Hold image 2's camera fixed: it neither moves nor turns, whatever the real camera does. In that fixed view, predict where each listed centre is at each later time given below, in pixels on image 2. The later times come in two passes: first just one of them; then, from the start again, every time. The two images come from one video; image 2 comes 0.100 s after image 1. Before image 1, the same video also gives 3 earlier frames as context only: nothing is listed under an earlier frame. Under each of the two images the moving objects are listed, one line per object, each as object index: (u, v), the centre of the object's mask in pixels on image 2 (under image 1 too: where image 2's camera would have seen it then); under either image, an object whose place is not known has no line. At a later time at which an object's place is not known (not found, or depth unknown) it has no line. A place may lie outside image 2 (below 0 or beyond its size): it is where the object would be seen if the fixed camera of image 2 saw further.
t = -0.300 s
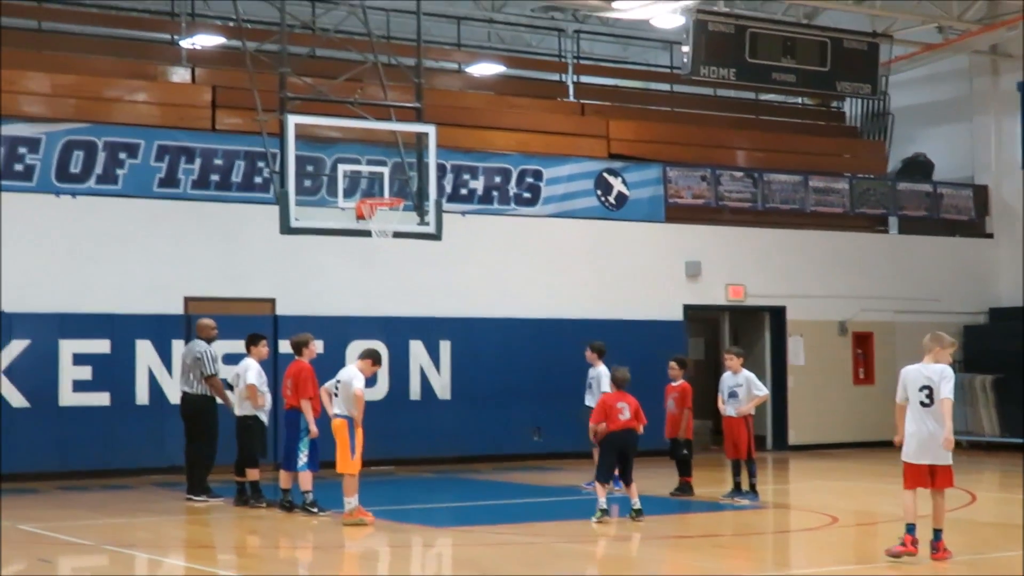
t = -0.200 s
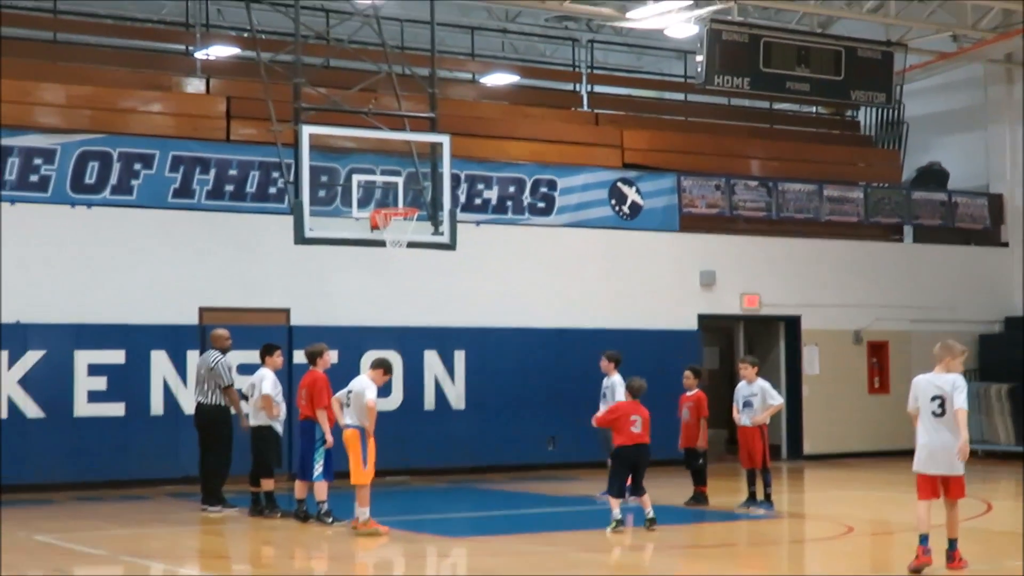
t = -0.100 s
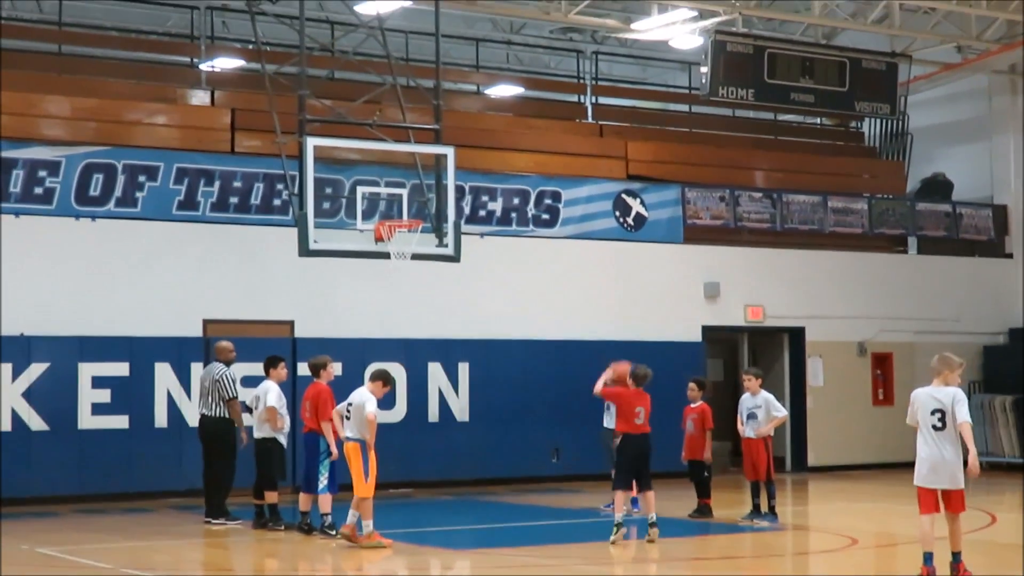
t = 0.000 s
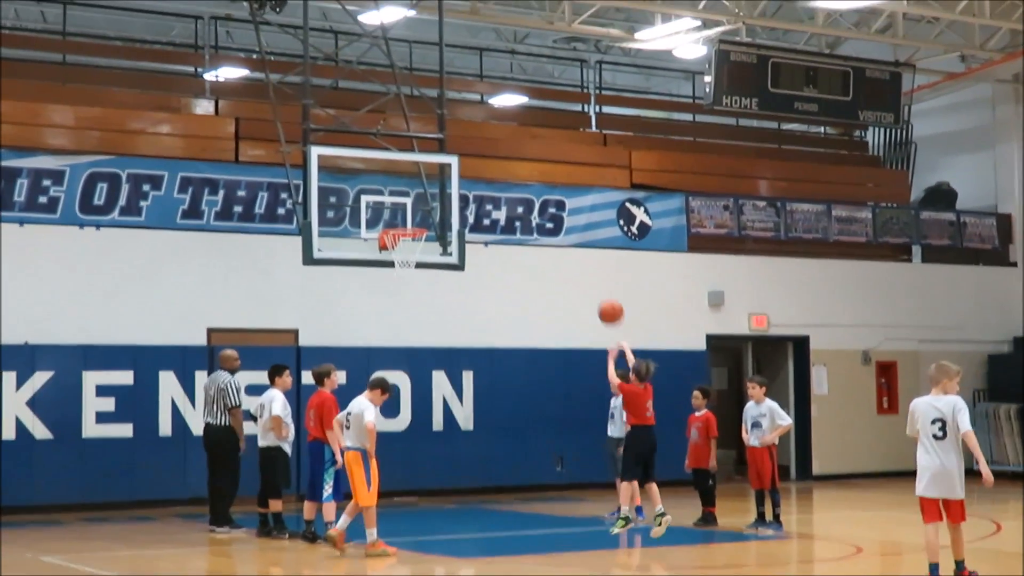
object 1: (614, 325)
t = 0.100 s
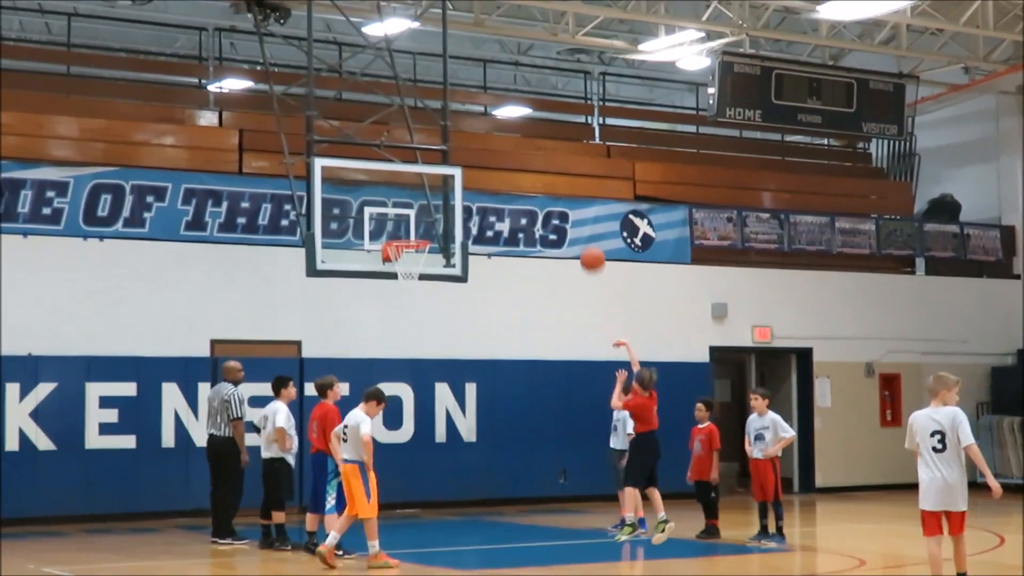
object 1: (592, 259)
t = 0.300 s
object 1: (553, 170)
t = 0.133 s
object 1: (586, 241)
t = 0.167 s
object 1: (578, 224)
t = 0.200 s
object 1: (571, 207)
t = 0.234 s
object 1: (566, 193)
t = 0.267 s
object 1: (559, 182)
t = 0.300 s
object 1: (553, 170)
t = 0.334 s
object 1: (546, 160)
